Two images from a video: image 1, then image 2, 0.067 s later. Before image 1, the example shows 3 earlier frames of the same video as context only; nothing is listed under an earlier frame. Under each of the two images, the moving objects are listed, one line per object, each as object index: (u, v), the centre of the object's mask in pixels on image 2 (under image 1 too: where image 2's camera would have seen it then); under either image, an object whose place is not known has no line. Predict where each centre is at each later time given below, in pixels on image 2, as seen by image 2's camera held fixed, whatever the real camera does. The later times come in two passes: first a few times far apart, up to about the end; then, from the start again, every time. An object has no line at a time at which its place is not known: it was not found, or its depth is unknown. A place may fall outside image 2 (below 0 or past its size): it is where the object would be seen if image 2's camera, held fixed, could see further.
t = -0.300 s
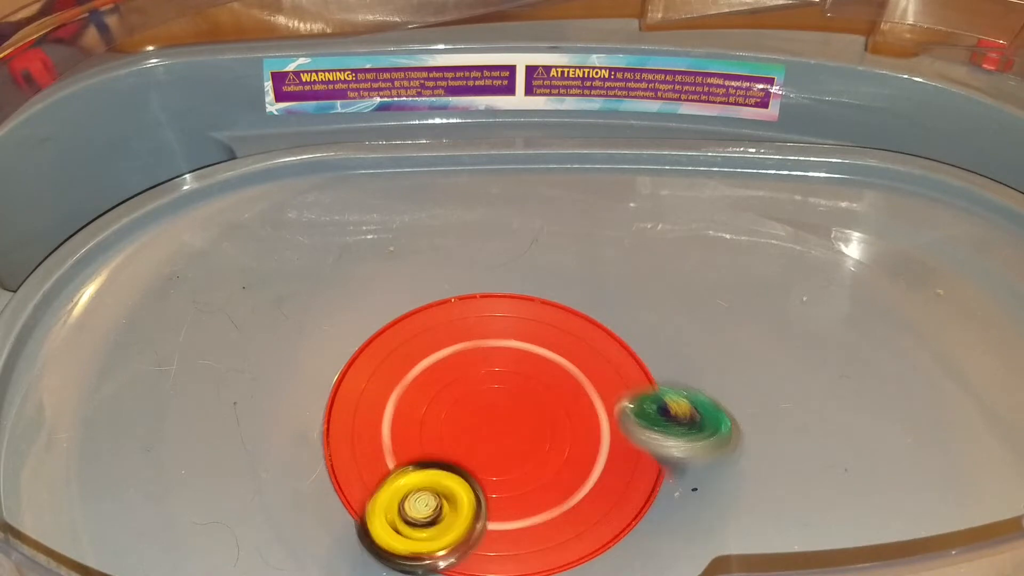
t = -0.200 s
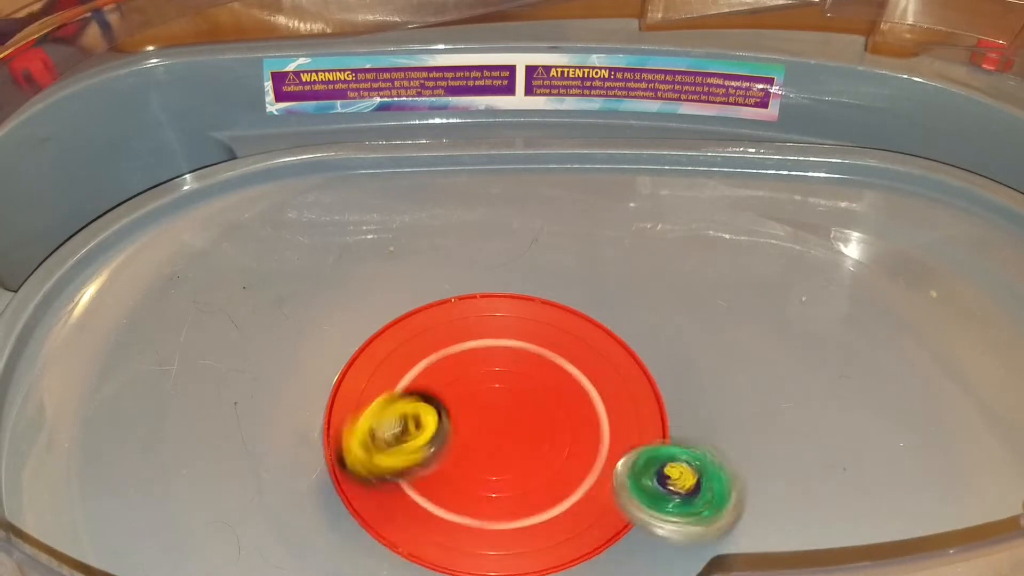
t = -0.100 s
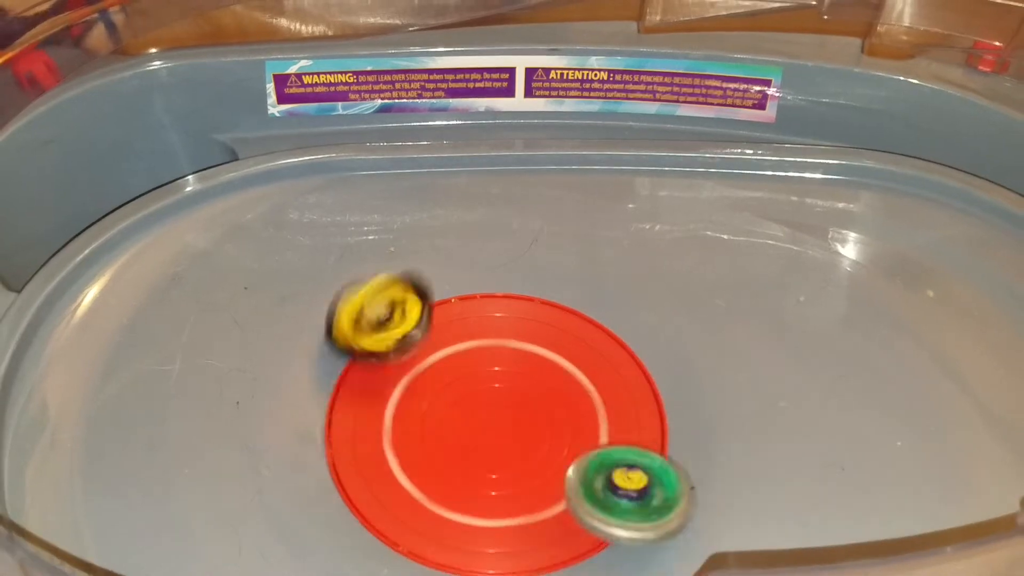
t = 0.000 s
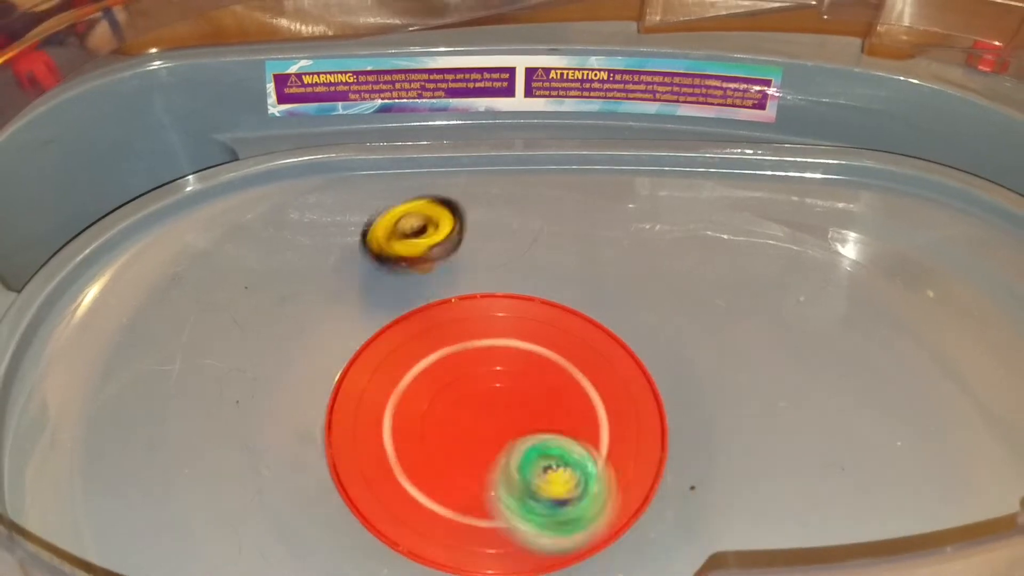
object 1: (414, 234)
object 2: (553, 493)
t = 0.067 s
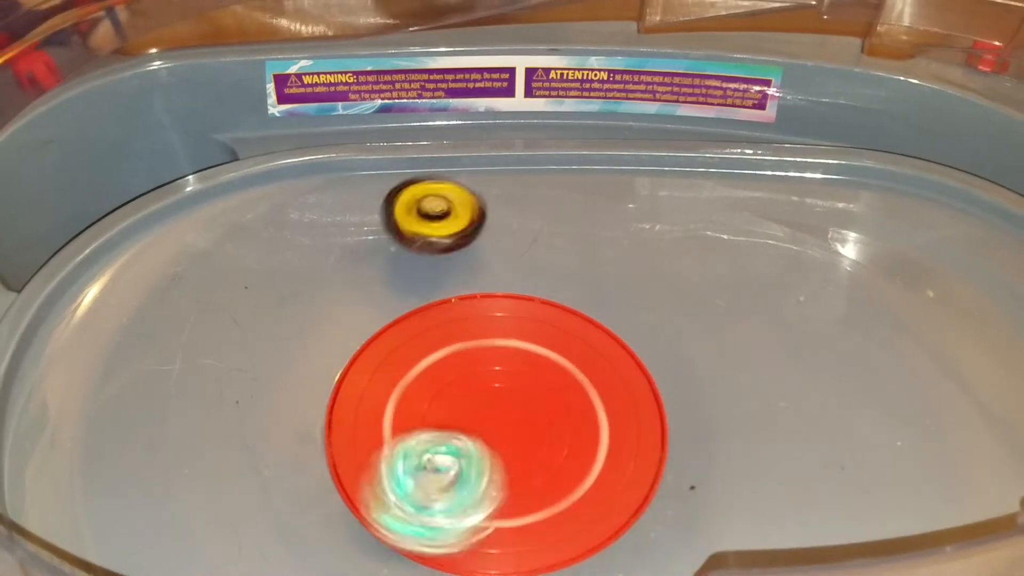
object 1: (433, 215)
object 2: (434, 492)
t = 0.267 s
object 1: (448, 246)
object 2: (253, 339)
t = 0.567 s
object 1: (606, 427)
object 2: (330, 321)
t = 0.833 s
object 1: (631, 542)
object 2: (504, 317)
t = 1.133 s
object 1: (445, 445)
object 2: (639, 460)
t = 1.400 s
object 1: (361, 290)
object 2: (520, 487)
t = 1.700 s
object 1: (585, 329)
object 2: (142, 300)
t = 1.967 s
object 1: (684, 416)
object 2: (156, 289)
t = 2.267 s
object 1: (361, 460)
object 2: (218, 335)
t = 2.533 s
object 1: (339, 458)
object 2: (200, 324)
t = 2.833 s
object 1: (448, 352)
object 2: (242, 337)
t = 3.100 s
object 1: (654, 317)
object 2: (320, 426)
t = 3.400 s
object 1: (520, 515)
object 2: (518, 409)
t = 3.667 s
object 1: (334, 465)
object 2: (495, 466)
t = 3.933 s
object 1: (416, 311)
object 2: (364, 380)
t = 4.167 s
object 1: (591, 221)
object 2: (489, 215)
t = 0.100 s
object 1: (444, 215)
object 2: (363, 469)
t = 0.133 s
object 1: (448, 217)
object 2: (311, 436)
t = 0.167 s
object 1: (449, 223)
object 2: (275, 407)
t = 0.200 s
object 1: (452, 229)
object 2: (257, 379)
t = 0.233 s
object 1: (451, 235)
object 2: (249, 359)
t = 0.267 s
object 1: (448, 246)
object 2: (253, 339)
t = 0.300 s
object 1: (450, 256)
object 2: (261, 326)
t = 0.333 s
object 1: (447, 269)
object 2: (272, 316)
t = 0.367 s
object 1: (445, 284)
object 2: (282, 310)
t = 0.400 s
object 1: (456, 301)
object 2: (292, 309)
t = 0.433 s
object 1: (473, 320)
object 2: (300, 308)
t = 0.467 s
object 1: (497, 344)
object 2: (308, 310)
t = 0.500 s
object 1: (531, 367)
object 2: (315, 313)
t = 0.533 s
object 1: (571, 394)
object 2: (322, 316)
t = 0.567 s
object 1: (606, 427)
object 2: (330, 321)
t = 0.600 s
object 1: (636, 463)
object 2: (339, 328)
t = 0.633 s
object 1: (656, 495)
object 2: (350, 337)
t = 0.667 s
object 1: (662, 521)
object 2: (352, 341)
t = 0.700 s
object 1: (661, 529)
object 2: (359, 343)
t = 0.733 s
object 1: (655, 539)
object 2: (379, 339)
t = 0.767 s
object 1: (651, 540)
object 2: (409, 330)
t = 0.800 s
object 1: (636, 540)
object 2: (448, 324)
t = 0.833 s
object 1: (631, 542)
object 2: (504, 317)
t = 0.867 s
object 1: (624, 536)
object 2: (568, 316)
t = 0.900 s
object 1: (612, 535)
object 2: (632, 323)
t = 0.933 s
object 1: (606, 528)
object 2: (664, 337)
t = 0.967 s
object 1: (594, 513)
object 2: (684, 366)
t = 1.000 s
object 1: (582, 503)
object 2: (685, 389)
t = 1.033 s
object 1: (565, 488)
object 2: (676, 420)
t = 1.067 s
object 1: (529, 474)
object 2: (657, 438)
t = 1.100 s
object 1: (492, 464)
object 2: (648, 451)
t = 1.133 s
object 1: (445, 445)
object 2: (639, 460)
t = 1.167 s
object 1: (398, 422)
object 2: (633, 465)
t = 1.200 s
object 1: (357, 388)
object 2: (633, 471)
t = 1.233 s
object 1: (332, 353)
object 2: (633, 477)
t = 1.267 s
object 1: (325, 326)
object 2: (628, 485)
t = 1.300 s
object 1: (327, 309)
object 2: (620, 486)
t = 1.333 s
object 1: (335, 295)
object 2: (602, 485)
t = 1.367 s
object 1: (345, 291)
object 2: (567, 485)
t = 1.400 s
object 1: (361, 290)
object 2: (520, 487)
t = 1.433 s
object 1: (372, 295)
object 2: (459, 484)
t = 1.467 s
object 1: (387, 299)
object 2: (392, 472)
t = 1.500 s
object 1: (393, 296)
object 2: (322, 443)
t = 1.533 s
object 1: (401, 304)
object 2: (270, 401)
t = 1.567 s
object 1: (421, 308)
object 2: (229, 370)
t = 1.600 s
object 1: (447, 311)
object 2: (196, 345)
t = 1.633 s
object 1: (487, 317)
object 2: (171, 325)
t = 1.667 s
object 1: (533, 319)
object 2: (153, 309)
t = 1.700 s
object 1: (585, 329)
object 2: (142, 300)
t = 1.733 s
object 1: (637, 335)
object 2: (137, 294)
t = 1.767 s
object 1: (669, 348)
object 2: (133, 290)
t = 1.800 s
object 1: (699, 368)
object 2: (130, 288)
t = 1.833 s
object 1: (709, 384)
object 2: (131, 288)
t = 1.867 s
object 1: (716, 399)
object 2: (136, 291)
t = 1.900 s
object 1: (709, 406)
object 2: (142, 292)
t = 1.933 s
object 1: (697, 415)
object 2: (149, 290)
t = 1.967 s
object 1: (684, 416)
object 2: (156, 289)
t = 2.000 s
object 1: (665, 420)
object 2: (166, 288)
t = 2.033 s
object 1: (652, 420)
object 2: (178, 290)
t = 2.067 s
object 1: (630, 425)
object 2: (188, 294)
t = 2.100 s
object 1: (605, 429)
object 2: (196, 299)
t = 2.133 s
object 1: (570, 440)
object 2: (203, 305)
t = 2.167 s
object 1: (529, 457)
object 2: (208, 311)
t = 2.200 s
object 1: (477, 465)
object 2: (213, 318)
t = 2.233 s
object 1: (422, 471)
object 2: (215, 326)
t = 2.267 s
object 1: (361, 460)
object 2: (218, 335)
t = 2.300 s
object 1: (316, 439)
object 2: (222, 347)
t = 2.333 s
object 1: (289, 433)
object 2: (222, 349)
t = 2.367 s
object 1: (290, 441)
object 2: (207, 336)
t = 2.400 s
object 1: (295, 441)
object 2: (202, 332)
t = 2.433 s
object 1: (313, 445)
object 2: (197, 325)
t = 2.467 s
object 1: (324, 447)
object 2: (198, 323)
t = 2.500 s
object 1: (341, 450)
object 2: (200, 321)
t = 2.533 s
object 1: (339, 458)
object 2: (200, 324)
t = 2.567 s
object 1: (339, 460)
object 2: (198, 323)
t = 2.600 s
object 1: (345, 463)
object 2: (198, 320)
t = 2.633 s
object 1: (348, 463)
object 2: (202, 316)
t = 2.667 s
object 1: (355, 456)
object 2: (210, 315)
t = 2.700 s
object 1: (372, 447)
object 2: (220, 316)
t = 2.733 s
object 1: (386, 433)
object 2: (229, 320)
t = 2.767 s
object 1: (404, 411)
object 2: (235, 326)
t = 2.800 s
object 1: (424, 385)
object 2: (240, 331)
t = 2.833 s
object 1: (448, 352)
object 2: (242, 337)
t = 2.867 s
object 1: (480, 320)
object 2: (245, 342)
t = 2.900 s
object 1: (520, 296)
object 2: (249, 348)
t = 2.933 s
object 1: (555, 280)
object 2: (254, 356)
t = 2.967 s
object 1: (587, 279)
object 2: (259, 366)
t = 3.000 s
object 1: (616, 285)
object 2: (267, 379)
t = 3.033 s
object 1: (637, 295)
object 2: (279, 393)
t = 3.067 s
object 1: (647, 307)
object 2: (299, 410)
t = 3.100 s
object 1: (654, 317)
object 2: (320, 426)
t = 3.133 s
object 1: (656, 329)
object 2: (351, 441)
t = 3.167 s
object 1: (656, 346)
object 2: (386, 456)
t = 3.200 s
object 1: (650, 365)
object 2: (423, 457)
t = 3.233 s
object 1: (642, 387)
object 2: (458, 451)
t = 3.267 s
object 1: (628, 413)
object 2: (488, 440)
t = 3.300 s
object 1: (606, 444)
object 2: (509, 427)
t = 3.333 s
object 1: (589, 471)
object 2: (512, 415)
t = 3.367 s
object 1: (558, 502)
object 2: (518, 409)
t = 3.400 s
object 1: (520, 515)
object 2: (518, 409)
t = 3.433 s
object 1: (478, 528)
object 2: (511, 409)
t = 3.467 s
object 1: (435, 532)
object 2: (512, 401)
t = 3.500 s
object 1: (395, 527)
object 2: (519, 401)
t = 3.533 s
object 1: (365, 515)
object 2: (524, 409)
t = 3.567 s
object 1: (346, 501)
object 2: (527, 420)
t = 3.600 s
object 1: (334, 486)
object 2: (525, 435)
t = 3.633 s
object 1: (331, 474)
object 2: (514, 453)
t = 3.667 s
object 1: (334, 465)
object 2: (495, 466)
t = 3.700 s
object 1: (339, 458)
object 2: (467, 475)
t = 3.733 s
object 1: (338, 447)
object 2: (443, 476)
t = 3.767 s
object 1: (341, 427)
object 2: (426, 479)
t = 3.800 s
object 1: (345, 399)
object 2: (406, 473)
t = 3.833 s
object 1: (354, 377)
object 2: (388, 464)
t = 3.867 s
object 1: (370, 354)
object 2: (375, 445)
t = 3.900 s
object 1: (391, 331)
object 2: (365, 417)
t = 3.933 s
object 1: (416, 311)
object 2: (364, 380)
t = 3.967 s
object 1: (445, 286)
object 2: (374, 341)
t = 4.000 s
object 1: (478, 262)
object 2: (394, 304)
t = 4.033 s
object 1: (508, 243)
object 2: (426, 270)
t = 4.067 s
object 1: (535, 232)
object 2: (452, 246)
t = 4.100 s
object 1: (558, 225)
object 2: (467, 229)
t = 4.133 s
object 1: (577, 223)
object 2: (481, 219)
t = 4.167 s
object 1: (591, 221)
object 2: (489, 215)
